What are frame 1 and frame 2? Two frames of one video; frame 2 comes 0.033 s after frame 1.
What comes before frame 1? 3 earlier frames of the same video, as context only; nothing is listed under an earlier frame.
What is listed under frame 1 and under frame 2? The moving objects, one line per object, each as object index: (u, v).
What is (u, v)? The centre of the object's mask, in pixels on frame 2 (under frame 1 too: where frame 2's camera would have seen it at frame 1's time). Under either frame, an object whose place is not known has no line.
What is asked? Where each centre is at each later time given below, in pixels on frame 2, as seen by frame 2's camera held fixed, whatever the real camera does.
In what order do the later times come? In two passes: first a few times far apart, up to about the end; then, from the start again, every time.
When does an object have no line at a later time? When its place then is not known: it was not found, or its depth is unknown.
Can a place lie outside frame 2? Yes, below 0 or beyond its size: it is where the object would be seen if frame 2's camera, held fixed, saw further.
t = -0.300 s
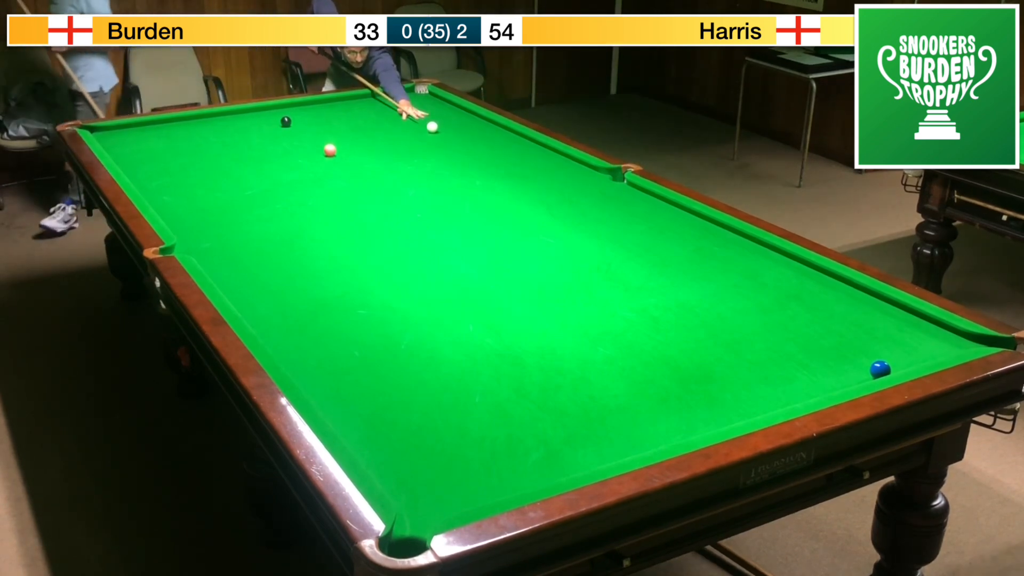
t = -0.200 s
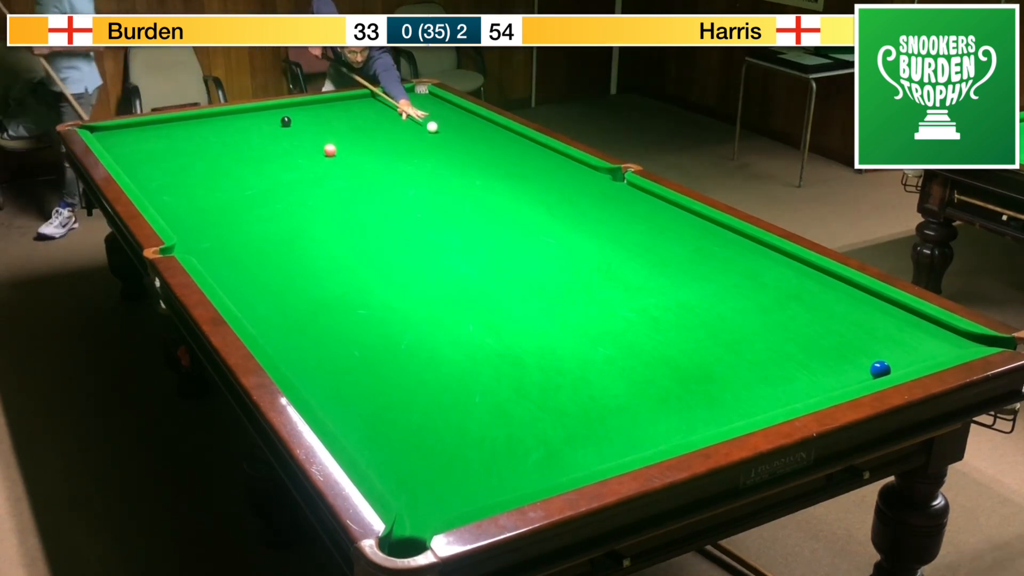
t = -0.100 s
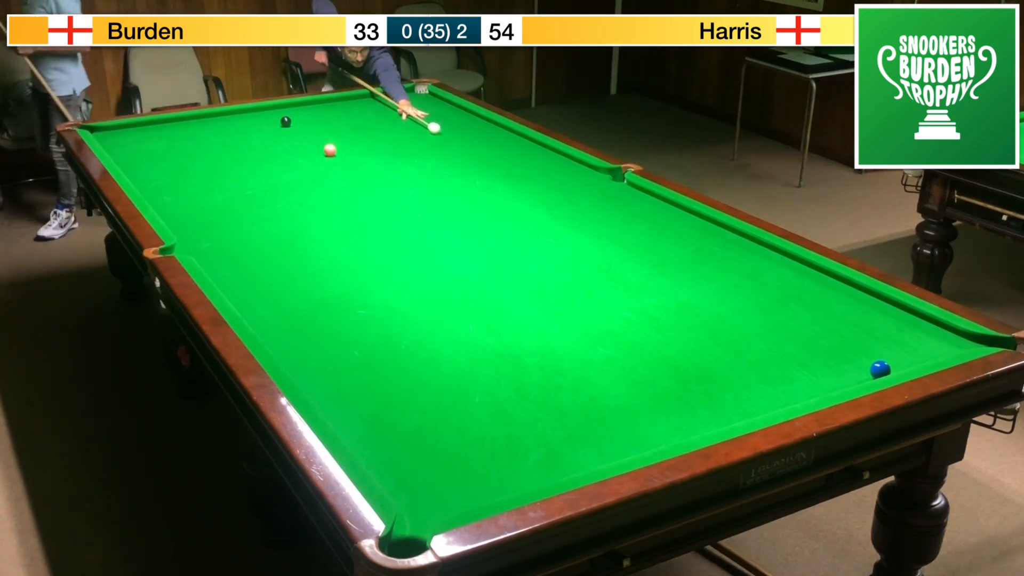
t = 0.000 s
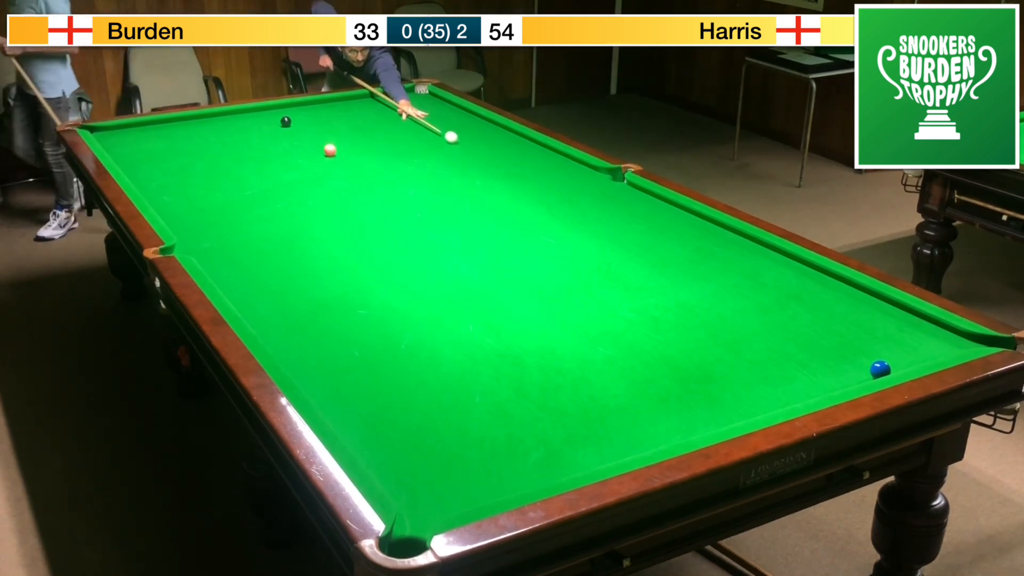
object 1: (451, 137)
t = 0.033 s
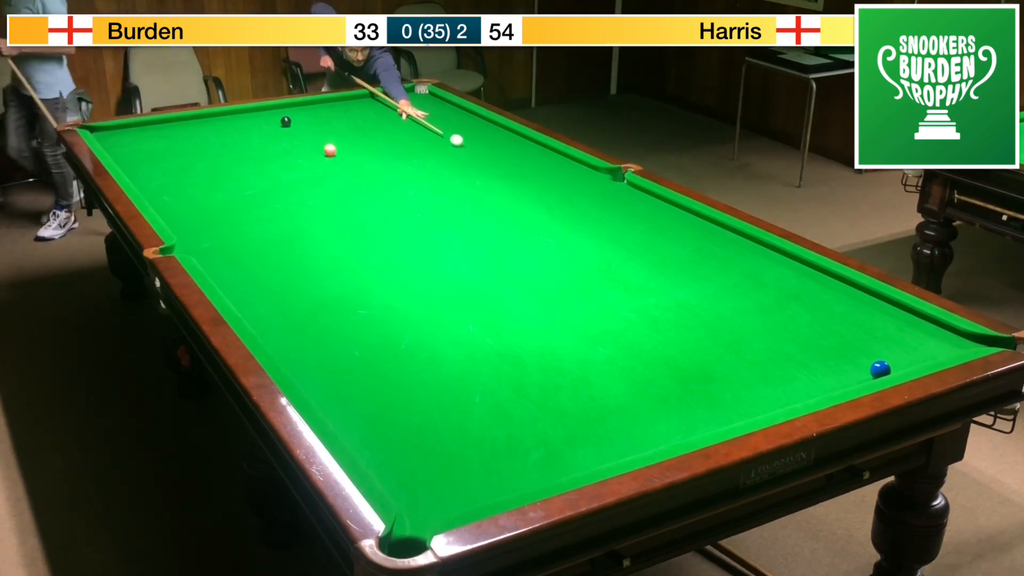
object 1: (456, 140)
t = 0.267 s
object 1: (491, 159)
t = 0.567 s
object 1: (538, 185)
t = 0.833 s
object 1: (586, 211)
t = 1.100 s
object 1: (639, 240)
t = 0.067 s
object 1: (462, 143)
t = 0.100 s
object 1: (466, 145)
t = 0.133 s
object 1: (471, 148)
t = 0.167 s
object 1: (476, 151)
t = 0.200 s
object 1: (481, 154)
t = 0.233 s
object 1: (486, 156)
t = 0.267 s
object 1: (491, 159)
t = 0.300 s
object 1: (496, 162)
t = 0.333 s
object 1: (501, 165)
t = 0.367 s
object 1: (506, 167)
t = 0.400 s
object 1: (511, 170)
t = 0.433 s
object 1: (517, 173)
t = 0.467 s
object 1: (522, 176)
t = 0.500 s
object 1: (527, 179)
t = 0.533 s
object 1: (533, 182)
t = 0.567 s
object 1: (538, 185)
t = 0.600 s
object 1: (544, 188)
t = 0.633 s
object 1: (550, 191)
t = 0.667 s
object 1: (556, 195)
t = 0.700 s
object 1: (562, 198)
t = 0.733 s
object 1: (567, 201)
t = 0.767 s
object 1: (574, 204)
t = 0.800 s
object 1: (580, 208)
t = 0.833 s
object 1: (586, 211)
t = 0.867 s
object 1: (592, 214)
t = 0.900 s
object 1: (599, 218)
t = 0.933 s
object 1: (605, 221)
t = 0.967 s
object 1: (612, 225)
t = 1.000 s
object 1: (619, 229)
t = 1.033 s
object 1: (626, 233)
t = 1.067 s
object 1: (632, 236)
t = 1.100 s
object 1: (639, 240)
